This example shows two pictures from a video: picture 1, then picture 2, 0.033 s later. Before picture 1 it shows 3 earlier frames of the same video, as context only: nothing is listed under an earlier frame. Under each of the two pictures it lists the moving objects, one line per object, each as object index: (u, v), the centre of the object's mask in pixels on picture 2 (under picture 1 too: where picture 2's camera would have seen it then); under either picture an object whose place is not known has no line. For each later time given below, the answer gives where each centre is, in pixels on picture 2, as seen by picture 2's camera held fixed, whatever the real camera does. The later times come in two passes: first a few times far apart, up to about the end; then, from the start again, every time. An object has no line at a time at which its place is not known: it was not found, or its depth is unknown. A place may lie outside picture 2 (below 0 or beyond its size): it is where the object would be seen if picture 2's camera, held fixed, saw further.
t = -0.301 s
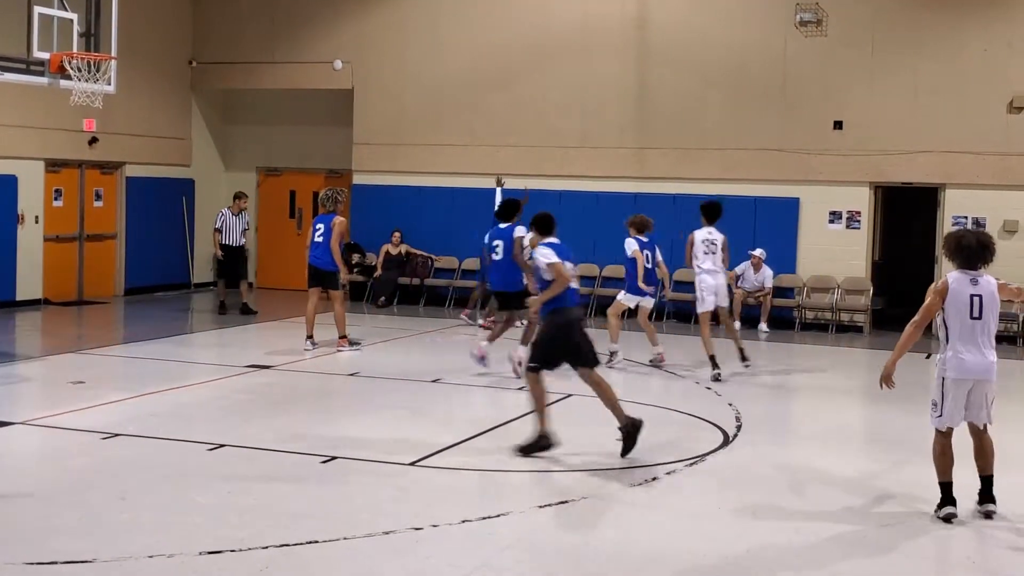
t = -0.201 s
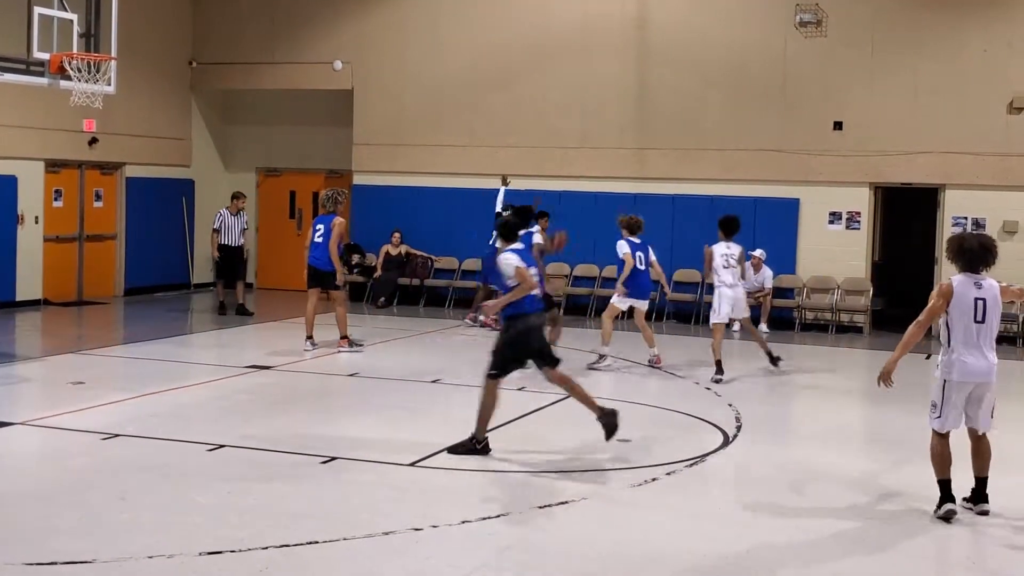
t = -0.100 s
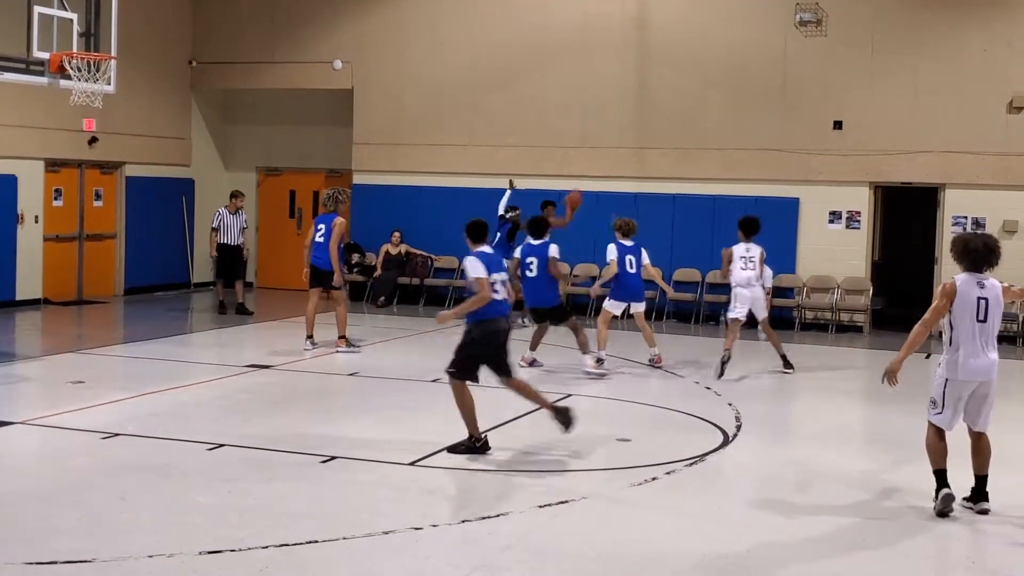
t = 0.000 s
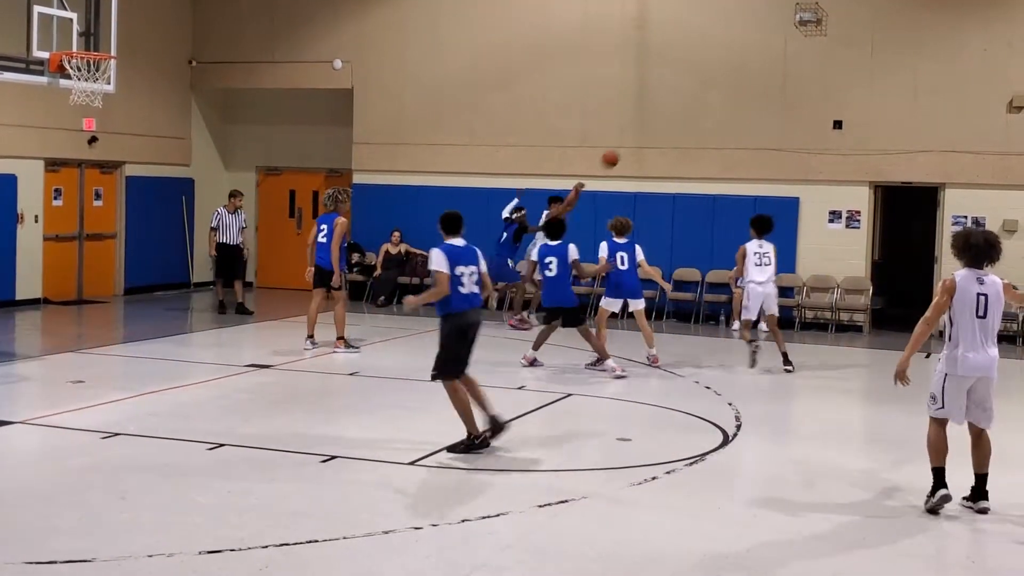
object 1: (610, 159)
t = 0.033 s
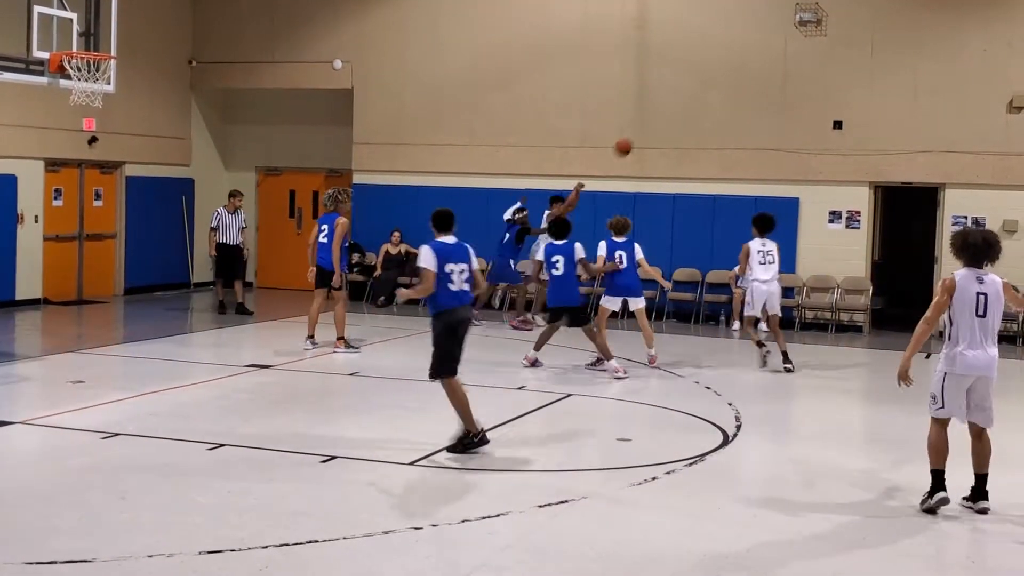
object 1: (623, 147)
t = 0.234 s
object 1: (707, 89)
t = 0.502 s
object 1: (829, 53)
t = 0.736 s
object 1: (951, 64)
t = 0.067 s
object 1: (637, 136)
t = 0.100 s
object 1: (650, 125)
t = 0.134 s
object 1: (664, 115)
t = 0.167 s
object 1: (678, 106)
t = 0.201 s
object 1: (692, 97)
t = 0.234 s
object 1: (707, 89)
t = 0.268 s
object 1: (721, 82)
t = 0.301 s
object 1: (736, 76)
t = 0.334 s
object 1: (751, 69)
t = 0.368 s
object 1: (766, 64)
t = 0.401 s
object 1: (782, 60)
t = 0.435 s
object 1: (797, 56)
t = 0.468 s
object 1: (813, 54)
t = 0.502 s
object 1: (829, 53)
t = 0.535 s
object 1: (846, 52)
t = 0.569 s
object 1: (863, 51)
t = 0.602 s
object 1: (880, 52)
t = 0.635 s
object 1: (897, 53)
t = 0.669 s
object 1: (915, 56)
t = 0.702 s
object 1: (933, 59)
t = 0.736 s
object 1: (951, 64)
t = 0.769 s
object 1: (970, 69)
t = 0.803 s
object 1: (989, 76)
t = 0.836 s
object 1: (1009, 84)
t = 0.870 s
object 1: (1028, 94)
